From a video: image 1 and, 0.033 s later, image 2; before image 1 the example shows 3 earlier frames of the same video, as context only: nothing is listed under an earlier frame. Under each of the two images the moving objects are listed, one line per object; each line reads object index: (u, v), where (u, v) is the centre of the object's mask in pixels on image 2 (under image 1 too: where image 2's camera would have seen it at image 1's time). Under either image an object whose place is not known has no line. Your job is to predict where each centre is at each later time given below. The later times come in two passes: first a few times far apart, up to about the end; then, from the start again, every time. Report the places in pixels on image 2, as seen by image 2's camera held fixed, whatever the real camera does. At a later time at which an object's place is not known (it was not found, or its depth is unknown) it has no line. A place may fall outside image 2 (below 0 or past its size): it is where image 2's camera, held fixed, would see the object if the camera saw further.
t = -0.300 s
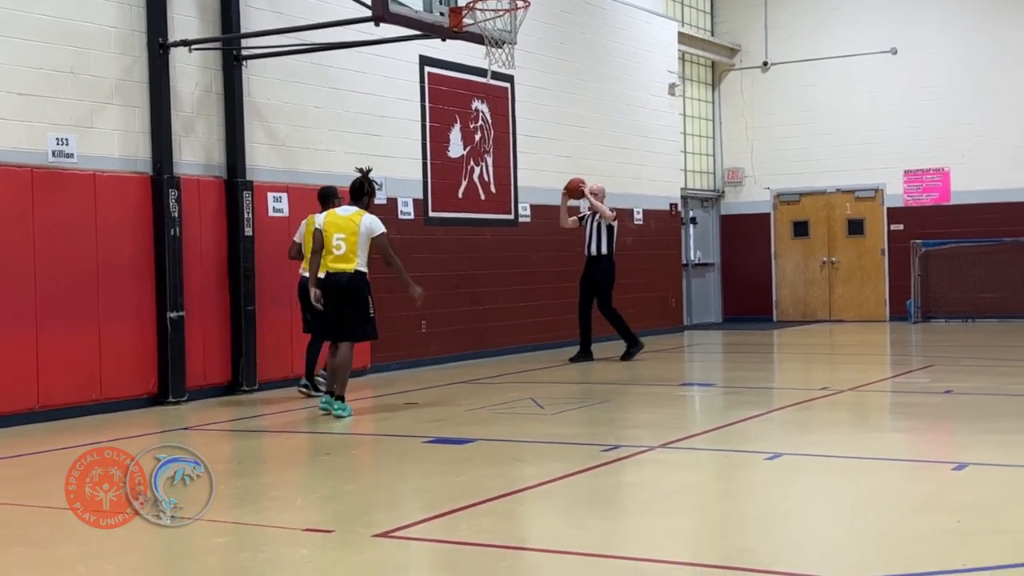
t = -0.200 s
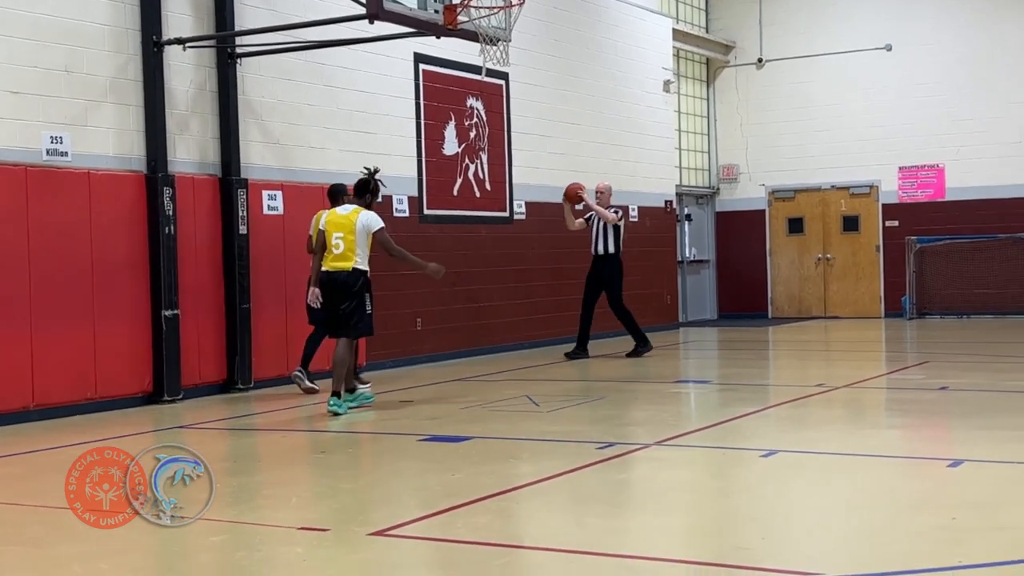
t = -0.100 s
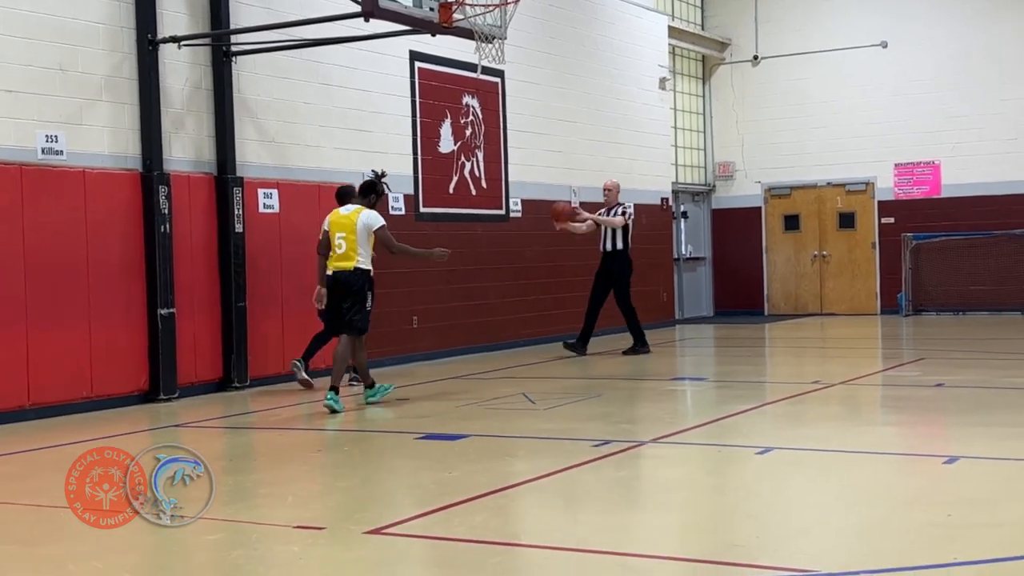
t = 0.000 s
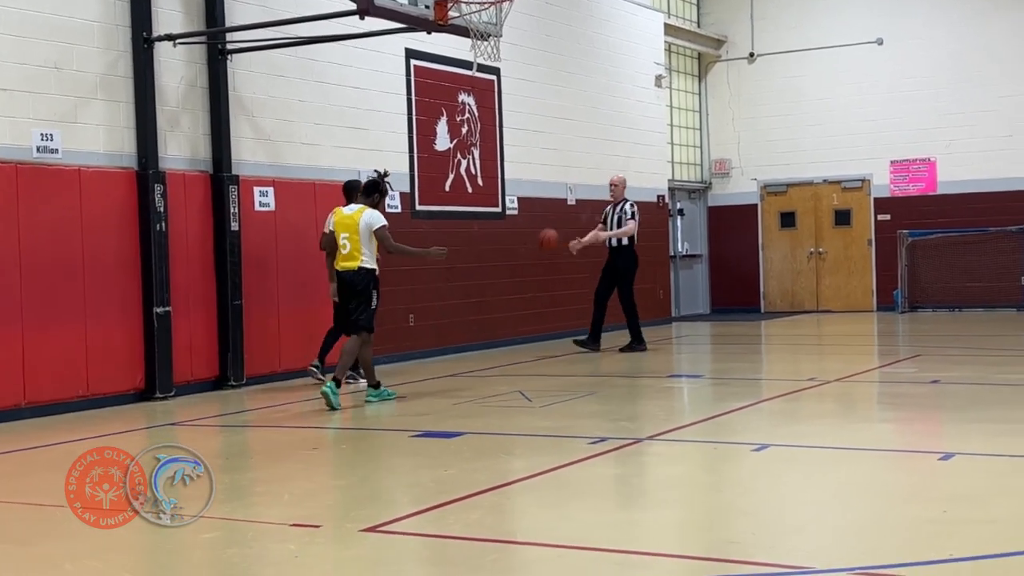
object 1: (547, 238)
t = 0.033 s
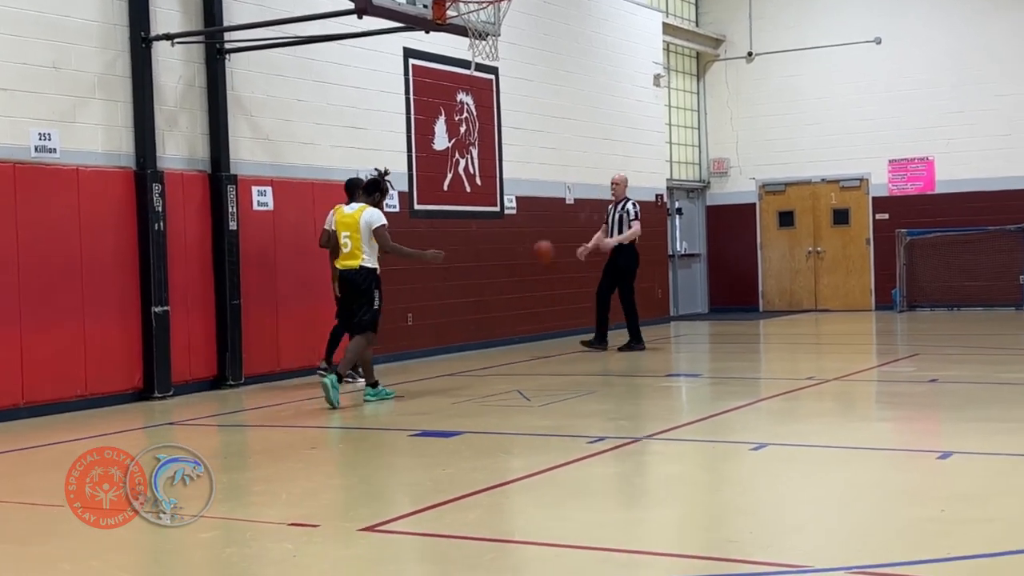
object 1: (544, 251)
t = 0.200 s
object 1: (528, 327)
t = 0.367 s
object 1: (509, 300)
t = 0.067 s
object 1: (541, 264)
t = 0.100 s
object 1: (537, 279)
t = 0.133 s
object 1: (534, 294)
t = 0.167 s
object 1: (532, 310)
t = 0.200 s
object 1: (528, 327)
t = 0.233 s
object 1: (524, 348)
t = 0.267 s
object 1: (520, 337)
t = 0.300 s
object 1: (518, 323)
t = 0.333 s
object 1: (513, 312)
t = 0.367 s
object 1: (509, 300)
